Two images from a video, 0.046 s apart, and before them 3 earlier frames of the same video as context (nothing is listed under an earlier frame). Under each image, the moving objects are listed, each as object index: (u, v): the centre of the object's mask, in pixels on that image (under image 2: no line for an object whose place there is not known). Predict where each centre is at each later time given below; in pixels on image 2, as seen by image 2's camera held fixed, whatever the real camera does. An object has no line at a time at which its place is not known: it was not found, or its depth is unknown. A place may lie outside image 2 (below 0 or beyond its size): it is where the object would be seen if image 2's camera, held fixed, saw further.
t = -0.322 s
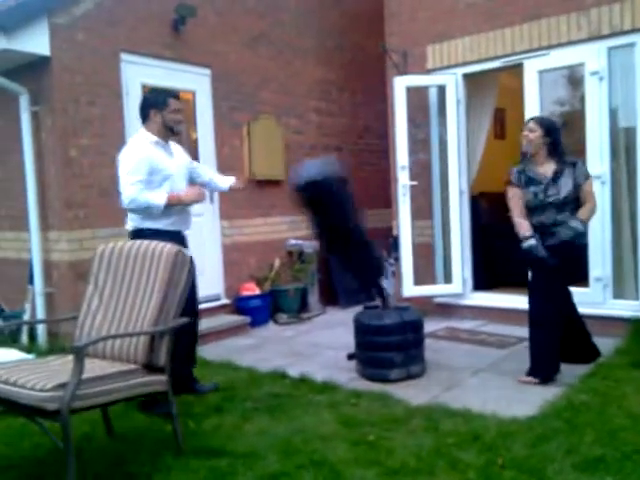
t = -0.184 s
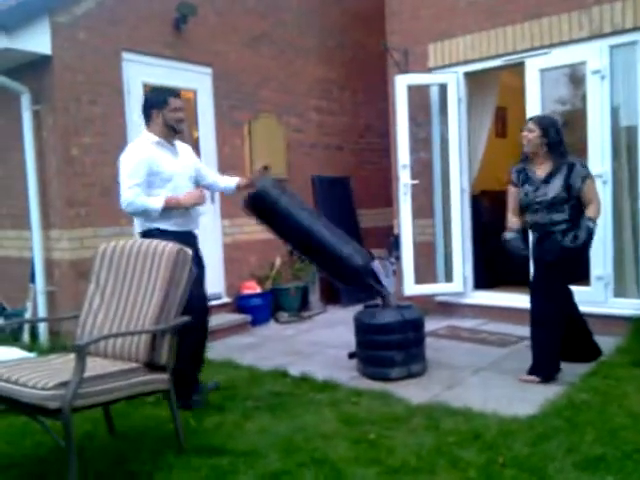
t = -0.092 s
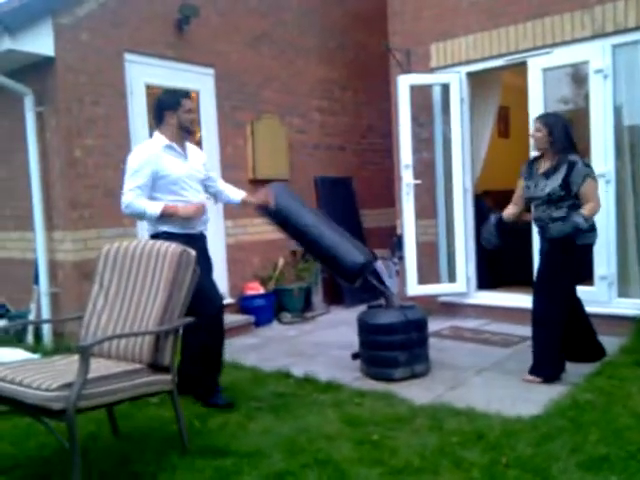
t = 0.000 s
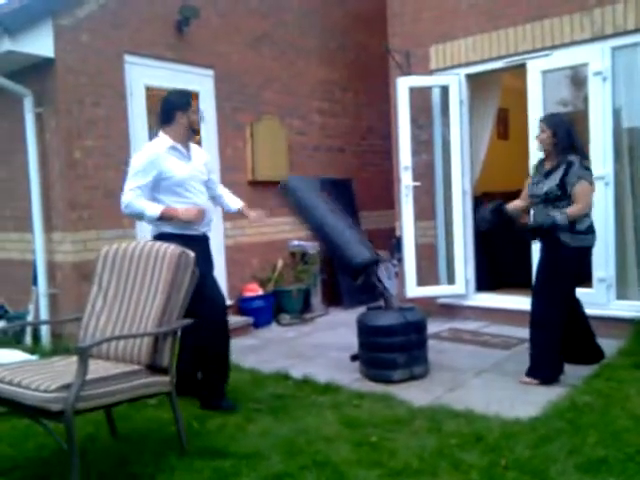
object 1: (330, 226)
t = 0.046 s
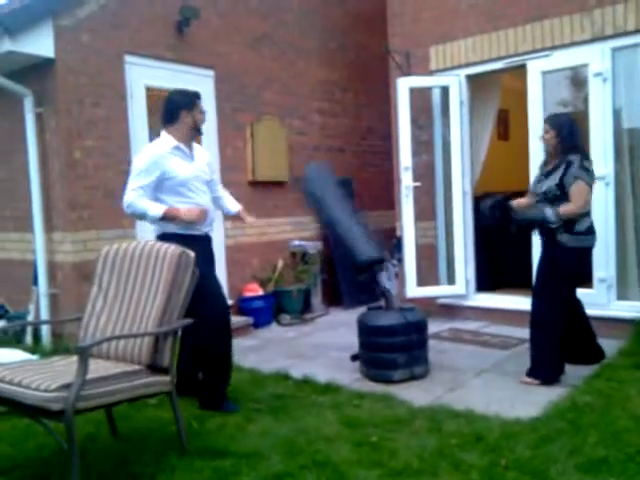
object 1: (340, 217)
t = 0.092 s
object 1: (349, 212)
